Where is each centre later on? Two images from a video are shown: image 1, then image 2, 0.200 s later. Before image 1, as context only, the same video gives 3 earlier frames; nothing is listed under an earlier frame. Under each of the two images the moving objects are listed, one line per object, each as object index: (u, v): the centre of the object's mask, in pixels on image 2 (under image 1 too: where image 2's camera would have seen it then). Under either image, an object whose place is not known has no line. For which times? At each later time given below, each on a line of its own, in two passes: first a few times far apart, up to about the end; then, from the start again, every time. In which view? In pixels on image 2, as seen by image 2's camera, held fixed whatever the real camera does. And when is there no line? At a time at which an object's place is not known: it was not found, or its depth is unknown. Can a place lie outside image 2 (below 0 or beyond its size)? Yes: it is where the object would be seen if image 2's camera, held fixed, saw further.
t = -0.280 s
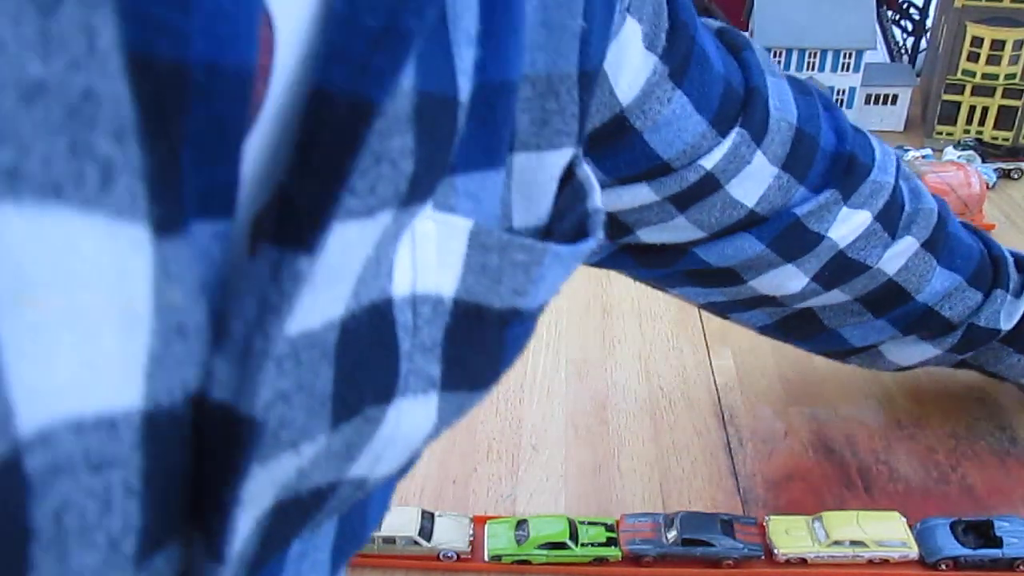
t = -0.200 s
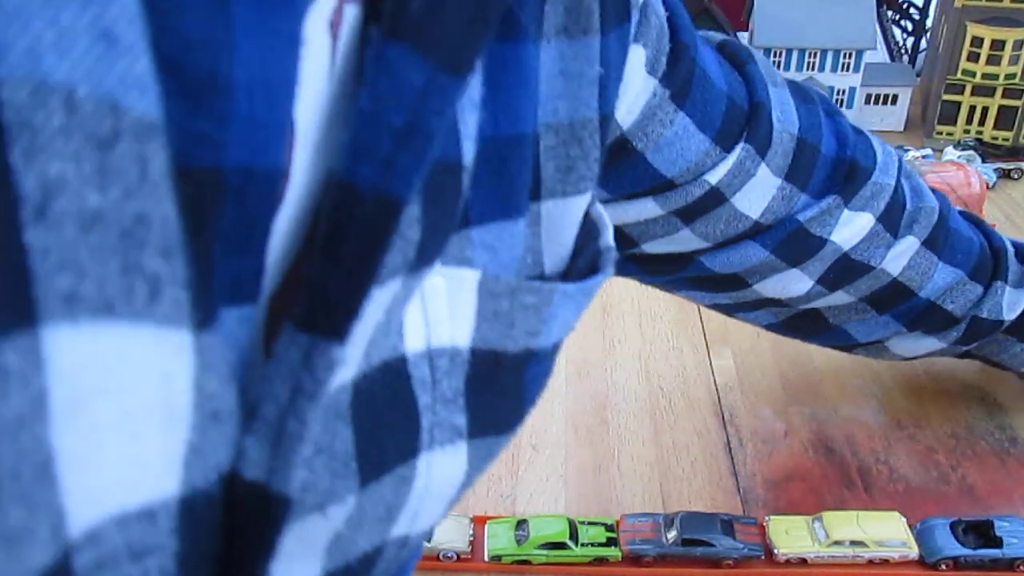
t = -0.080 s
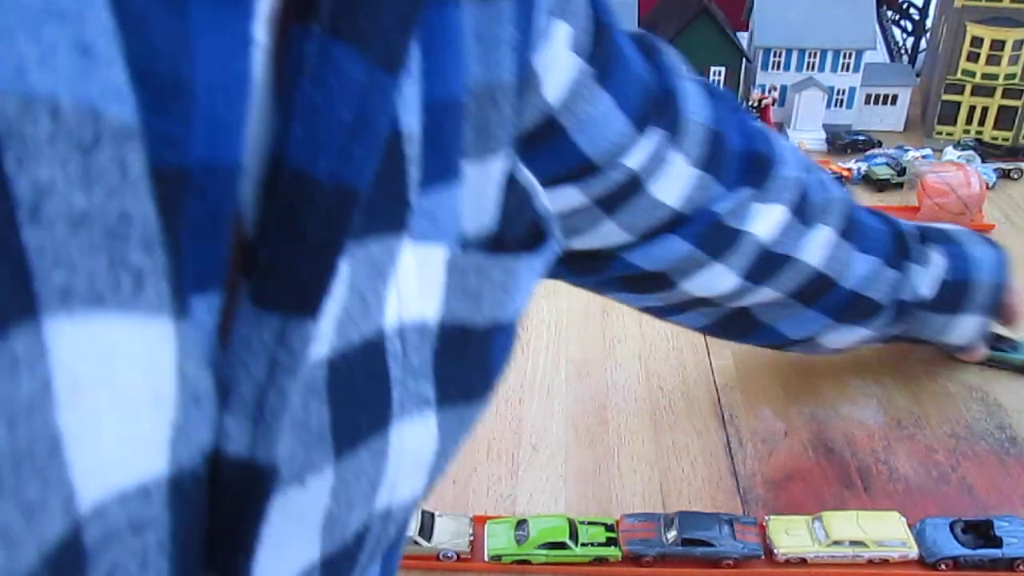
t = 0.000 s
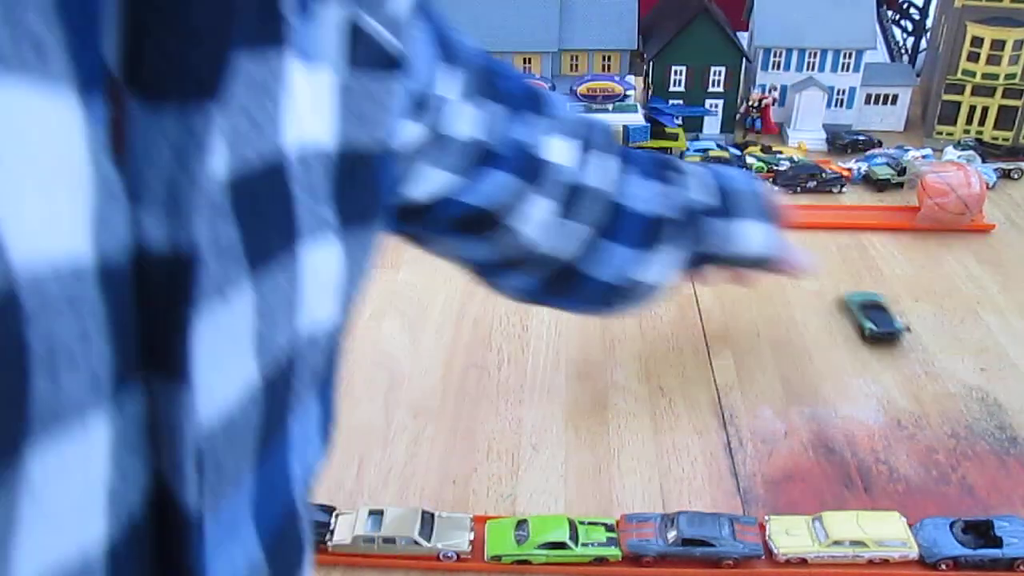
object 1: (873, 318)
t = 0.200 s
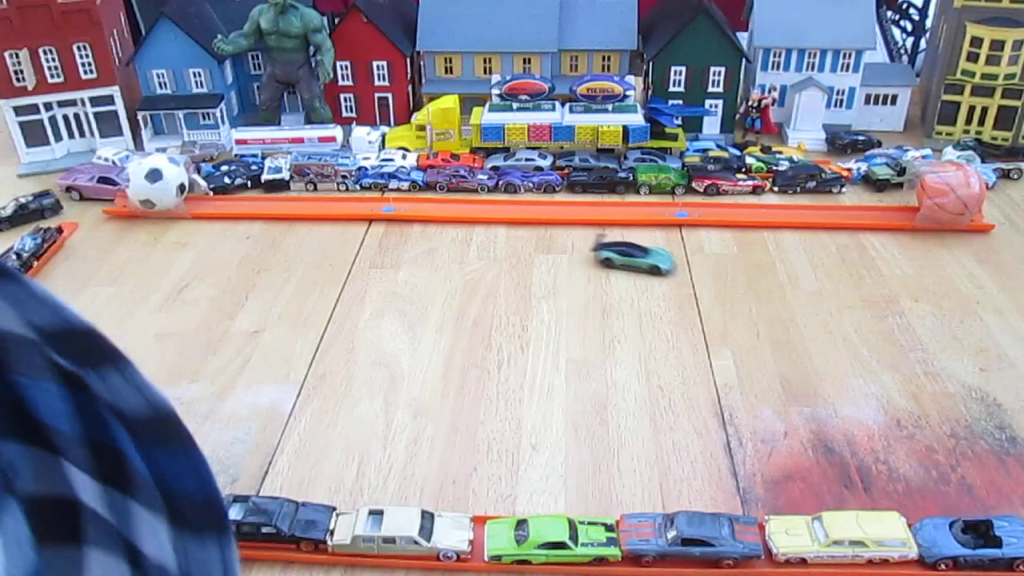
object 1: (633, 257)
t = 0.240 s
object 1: (597, 249)
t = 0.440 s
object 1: (469, 231)
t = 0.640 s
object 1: (381, 240)
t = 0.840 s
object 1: (333, 267)
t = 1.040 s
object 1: (292, 292)
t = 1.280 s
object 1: (247, 319)
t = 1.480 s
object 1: (216, 337)
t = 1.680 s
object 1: (192, 351)
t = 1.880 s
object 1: (175, 361)
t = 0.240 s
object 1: (597, 249)
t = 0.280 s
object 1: (563, 244)
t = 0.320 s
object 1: (535, 238)
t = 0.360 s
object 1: (512, 236)
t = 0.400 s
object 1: (489, 233)
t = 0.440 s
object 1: (469, 231)
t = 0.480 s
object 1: (448, 230)
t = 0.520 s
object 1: (429, 230)
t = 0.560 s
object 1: (411, 232)
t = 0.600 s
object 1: (395, 235)
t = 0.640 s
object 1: (381, 240)
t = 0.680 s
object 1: (370, 245)
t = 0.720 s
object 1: (360, 251)
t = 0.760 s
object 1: (351, 256)
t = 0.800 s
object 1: (342, 262)
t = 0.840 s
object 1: (333, 267)
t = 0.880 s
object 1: (325, 272)
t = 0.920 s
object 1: (316, 277)
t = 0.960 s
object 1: (308, 282)
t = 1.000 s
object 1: (300, 287)
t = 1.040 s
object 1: (292, 292)
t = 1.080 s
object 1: (284, 297)
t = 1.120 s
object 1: (276, 301)
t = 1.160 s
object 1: (269, 306)
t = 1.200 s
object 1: (261, 310)
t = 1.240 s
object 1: (254, 315)
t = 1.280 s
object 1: (247, 319)
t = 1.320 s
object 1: (240, 323)
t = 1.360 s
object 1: (234, 326)
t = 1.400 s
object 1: (227, 330)
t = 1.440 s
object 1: (222, 333)
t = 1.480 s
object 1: (216, 337)
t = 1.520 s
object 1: (210, 340)
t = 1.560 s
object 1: (206, 343)
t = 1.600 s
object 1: (200, 346)
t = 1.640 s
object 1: (196, 349)
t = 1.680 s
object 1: (192, 351)
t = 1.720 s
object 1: (187, 354)
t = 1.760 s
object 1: (184, 356)
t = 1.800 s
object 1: (180, 358)
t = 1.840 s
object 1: (177, 359)
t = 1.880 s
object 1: (175, 361)
